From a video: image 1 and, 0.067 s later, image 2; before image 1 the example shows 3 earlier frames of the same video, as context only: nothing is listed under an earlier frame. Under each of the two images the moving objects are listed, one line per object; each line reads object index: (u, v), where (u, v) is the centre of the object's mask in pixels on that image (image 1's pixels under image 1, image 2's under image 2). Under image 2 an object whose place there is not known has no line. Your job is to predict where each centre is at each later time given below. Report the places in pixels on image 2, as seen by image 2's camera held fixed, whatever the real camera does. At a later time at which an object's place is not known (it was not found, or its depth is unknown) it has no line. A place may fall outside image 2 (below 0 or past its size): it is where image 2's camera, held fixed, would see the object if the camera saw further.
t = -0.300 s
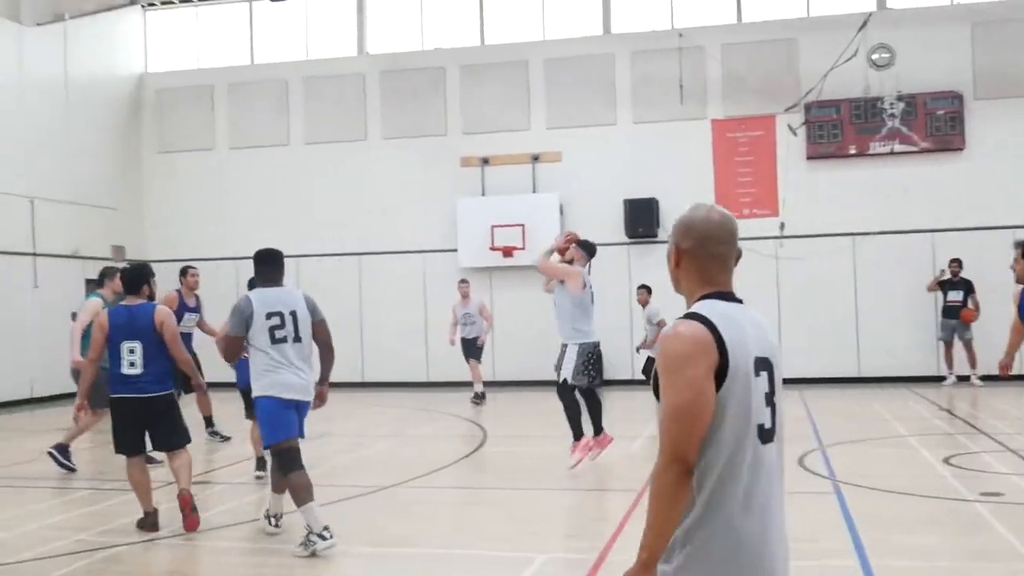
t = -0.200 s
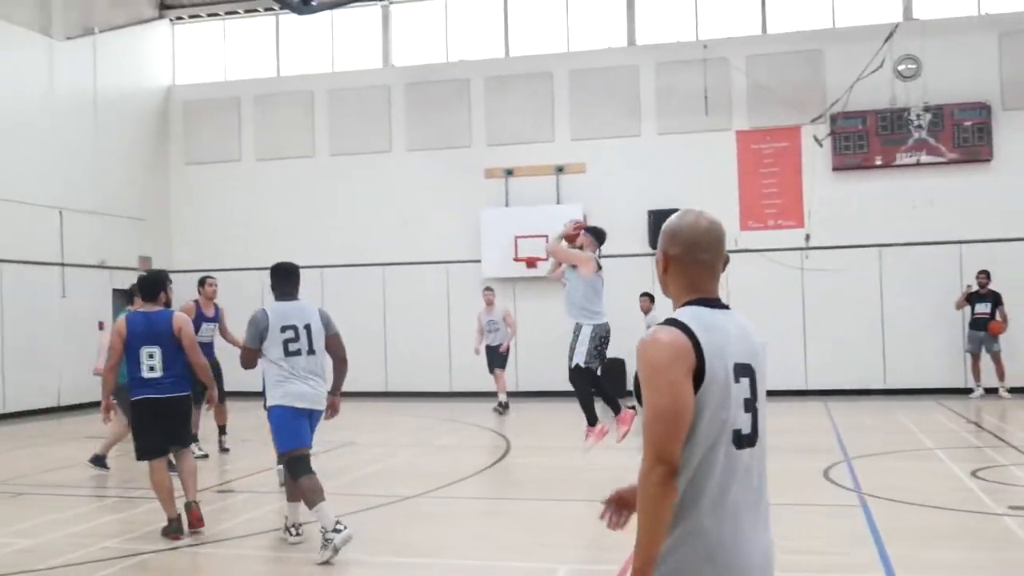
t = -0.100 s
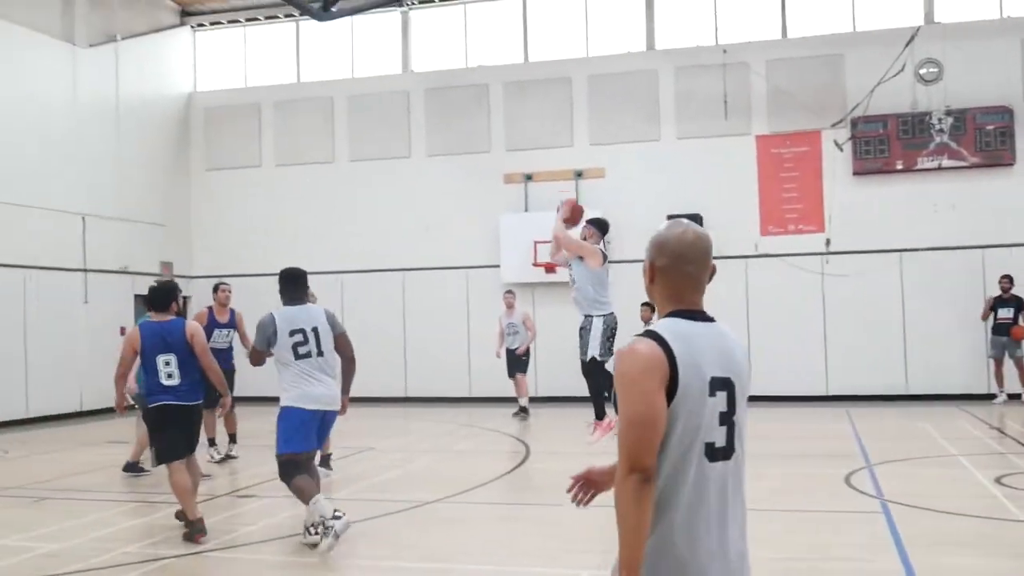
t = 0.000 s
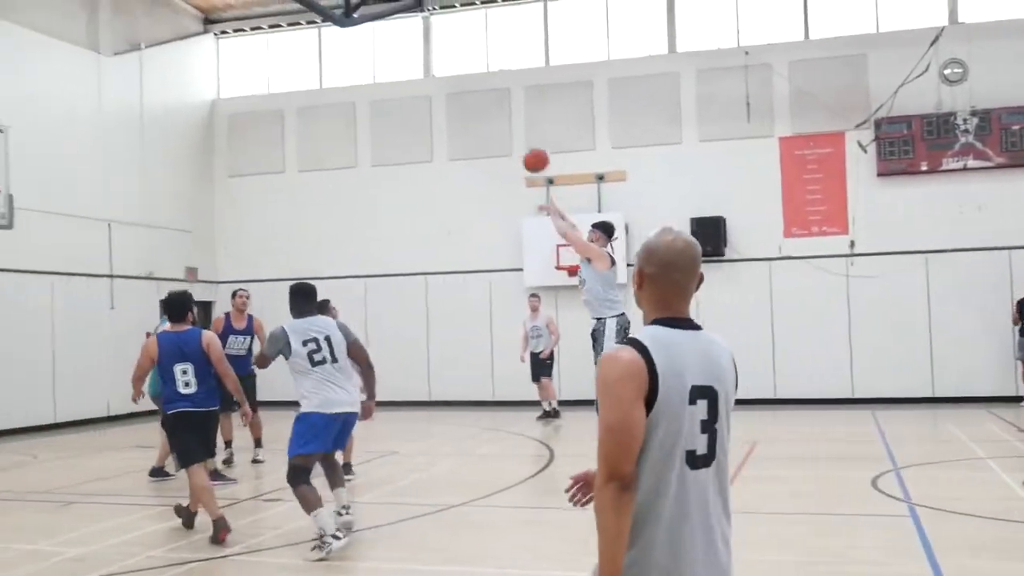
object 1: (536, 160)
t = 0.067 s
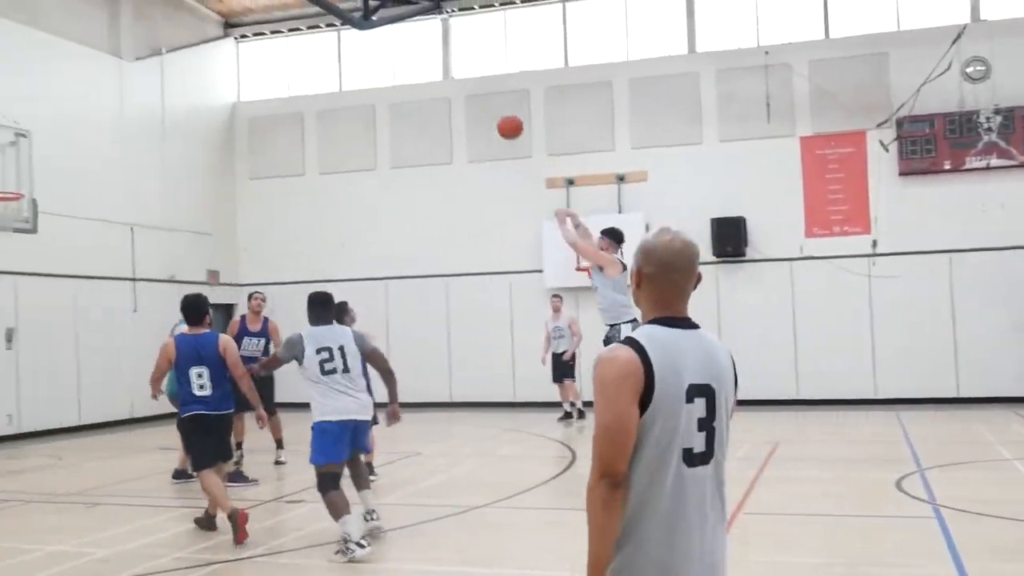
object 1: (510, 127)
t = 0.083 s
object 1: (499, 120)
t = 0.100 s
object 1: (488, 112)
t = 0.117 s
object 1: (477, 105)
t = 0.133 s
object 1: (466, 98)
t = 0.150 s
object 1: (455, 92)
